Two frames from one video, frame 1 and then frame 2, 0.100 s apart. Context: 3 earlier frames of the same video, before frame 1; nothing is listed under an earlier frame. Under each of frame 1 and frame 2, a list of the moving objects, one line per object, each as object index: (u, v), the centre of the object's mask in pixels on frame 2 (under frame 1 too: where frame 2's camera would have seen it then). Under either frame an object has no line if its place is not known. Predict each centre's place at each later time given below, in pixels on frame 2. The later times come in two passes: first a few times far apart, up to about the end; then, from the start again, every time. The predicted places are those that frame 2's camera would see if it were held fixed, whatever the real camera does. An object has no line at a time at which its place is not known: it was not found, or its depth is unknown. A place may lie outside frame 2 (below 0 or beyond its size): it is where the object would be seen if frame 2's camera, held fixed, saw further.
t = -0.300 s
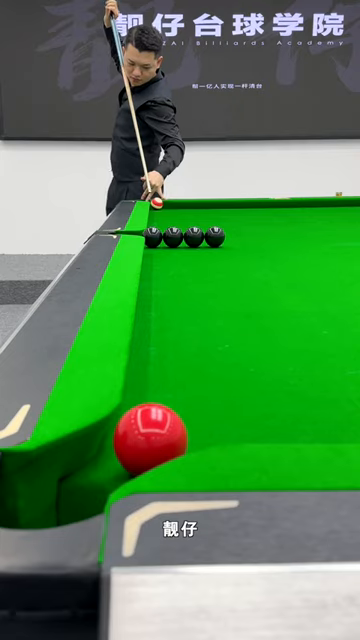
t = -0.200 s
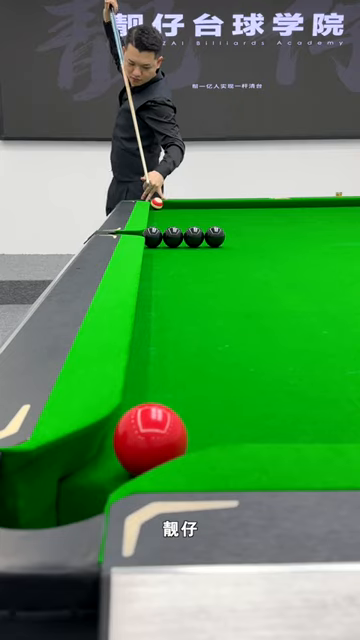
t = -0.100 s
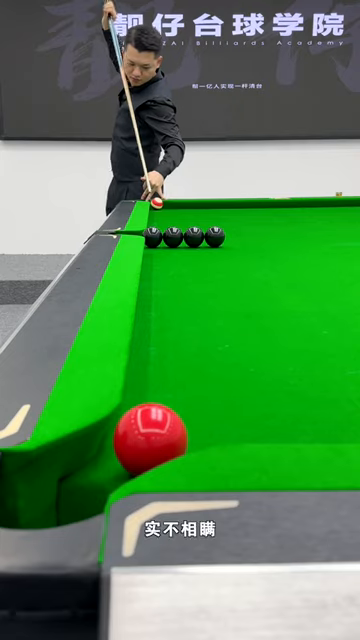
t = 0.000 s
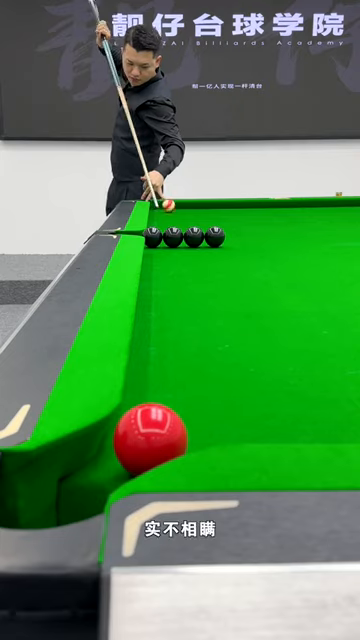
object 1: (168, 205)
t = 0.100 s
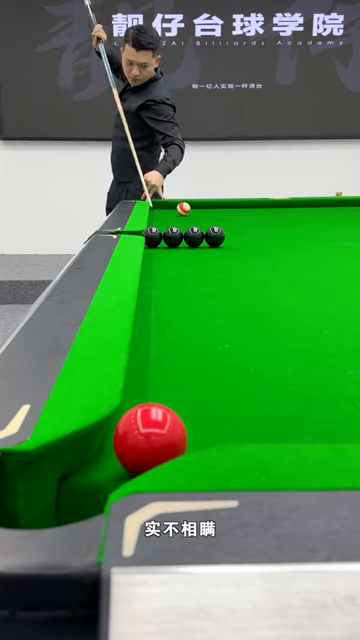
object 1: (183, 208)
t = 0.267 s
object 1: (206, 214)
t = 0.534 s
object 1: (235, 225)
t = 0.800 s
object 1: (245, 239)
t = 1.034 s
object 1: (240, 254)
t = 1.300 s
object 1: (230, 280)
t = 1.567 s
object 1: (213, 324)
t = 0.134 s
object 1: (188, 210)
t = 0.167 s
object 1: (193, 211)
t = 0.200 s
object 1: (197, 212)
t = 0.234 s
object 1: (202, 213)
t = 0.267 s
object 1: (206, 214)
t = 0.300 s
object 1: (210, 216)
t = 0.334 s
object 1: (215, 217)
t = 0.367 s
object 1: (218, 218)
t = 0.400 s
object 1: (222, 220)
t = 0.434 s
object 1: (226, 221)
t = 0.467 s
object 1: (229, 223)
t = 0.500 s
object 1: (232, 224)
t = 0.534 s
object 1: (235, 225)
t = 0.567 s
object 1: (238, 227)
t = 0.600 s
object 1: (240, 229)
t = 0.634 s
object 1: (242, 231)
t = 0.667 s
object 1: (243, 232)
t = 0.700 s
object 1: (244, 234)
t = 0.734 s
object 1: (245, 236)
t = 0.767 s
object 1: (245, 237)
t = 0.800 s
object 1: (245, 239)
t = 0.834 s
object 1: (244, 241)
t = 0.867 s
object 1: (244, 243)
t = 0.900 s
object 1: (244, 245)
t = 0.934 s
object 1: (243, 247)
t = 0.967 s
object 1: (242, 249)
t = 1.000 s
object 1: (241, 251)
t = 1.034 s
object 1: (240, 254)
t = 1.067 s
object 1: (239, 257)
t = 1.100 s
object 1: (238, 259)
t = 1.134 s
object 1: (237, 262)
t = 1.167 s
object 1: (236, 266)
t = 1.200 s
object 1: (235, 269)
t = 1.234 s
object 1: (233, 272)
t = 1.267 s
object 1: (232, 276)
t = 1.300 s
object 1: (230, 280)
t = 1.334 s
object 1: (228, 285)
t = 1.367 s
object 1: (227, 290)
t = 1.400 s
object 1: (225, 294)
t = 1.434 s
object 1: (223, 300)
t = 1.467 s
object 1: (220, 305)
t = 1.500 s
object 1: (218, 311)
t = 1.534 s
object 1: (216, 317)
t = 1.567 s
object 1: (213, 324)
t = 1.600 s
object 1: (209, 332)
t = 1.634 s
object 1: (206, 340)
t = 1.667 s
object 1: (203, 349)
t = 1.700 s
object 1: (199, 359)
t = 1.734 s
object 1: (194, 370)
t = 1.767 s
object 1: (190, 382)
